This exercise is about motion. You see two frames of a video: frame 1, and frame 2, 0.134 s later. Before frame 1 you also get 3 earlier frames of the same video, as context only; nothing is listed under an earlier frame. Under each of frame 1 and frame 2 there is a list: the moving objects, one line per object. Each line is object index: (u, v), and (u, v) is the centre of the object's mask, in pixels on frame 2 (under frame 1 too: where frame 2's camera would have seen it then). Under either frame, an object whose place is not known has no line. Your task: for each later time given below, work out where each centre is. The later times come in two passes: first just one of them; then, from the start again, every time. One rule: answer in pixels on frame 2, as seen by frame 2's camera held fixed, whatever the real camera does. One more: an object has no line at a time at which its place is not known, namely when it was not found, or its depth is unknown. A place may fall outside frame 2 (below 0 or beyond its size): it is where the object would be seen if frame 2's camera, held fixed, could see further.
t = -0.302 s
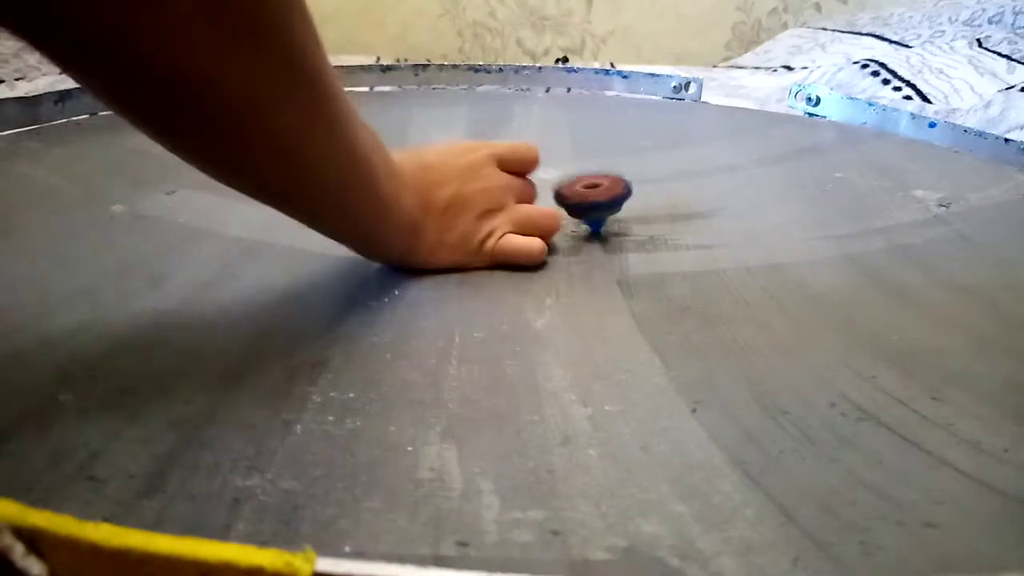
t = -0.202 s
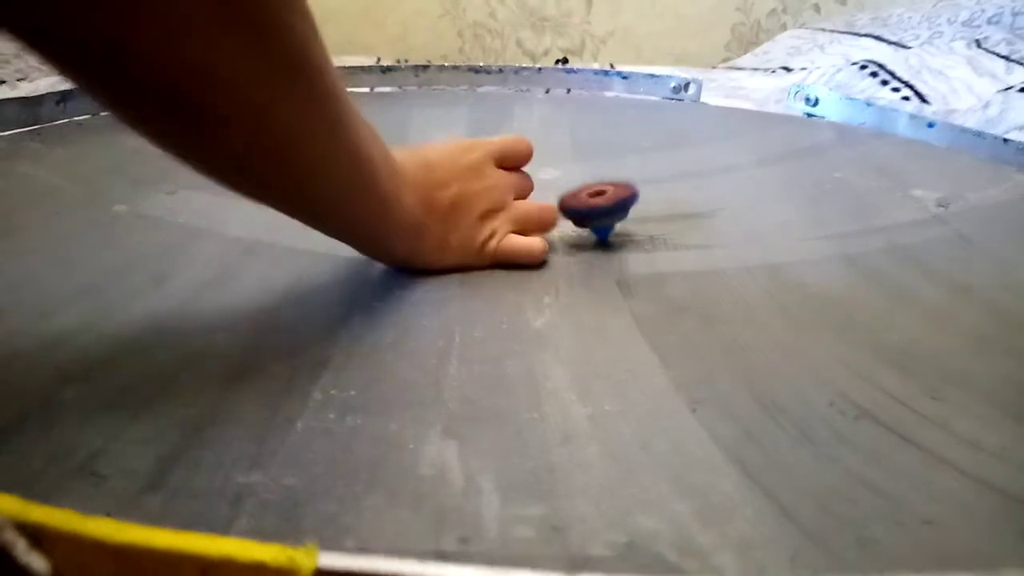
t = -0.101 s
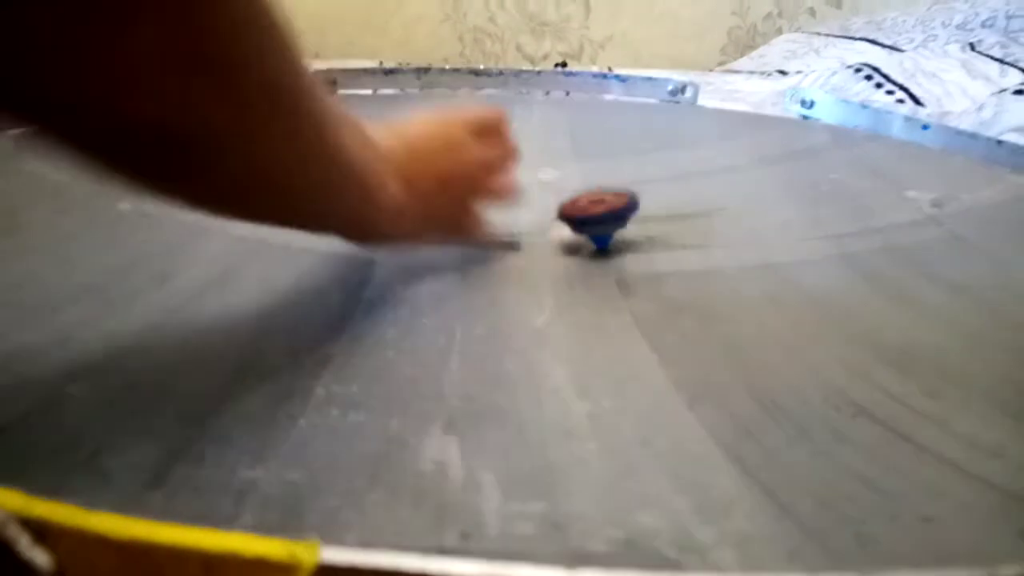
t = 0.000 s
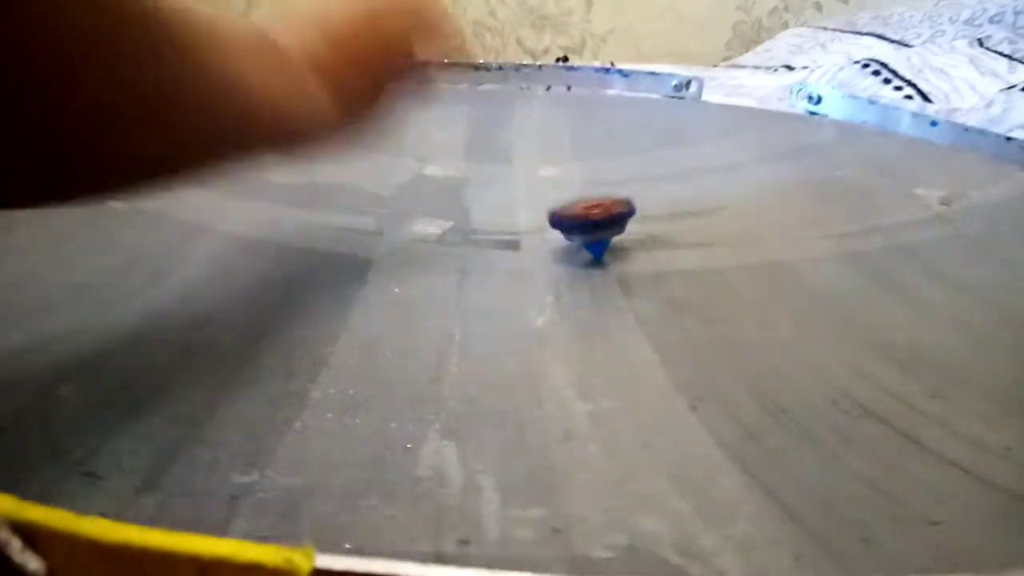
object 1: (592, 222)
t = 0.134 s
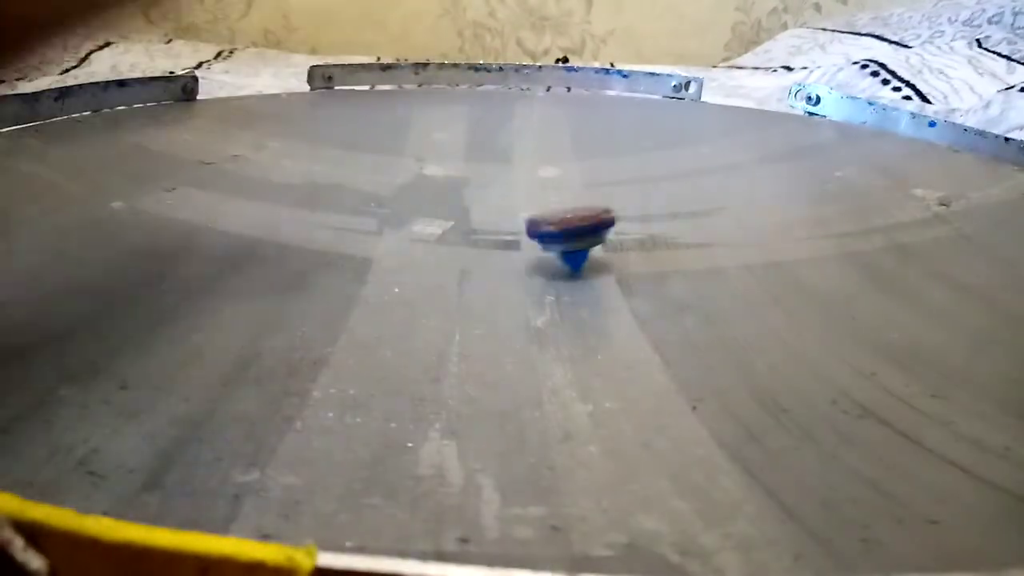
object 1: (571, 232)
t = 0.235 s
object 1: (546, 239)
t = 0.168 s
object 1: (564, 235)
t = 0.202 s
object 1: (555, 237)
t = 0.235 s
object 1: (546, 239)
